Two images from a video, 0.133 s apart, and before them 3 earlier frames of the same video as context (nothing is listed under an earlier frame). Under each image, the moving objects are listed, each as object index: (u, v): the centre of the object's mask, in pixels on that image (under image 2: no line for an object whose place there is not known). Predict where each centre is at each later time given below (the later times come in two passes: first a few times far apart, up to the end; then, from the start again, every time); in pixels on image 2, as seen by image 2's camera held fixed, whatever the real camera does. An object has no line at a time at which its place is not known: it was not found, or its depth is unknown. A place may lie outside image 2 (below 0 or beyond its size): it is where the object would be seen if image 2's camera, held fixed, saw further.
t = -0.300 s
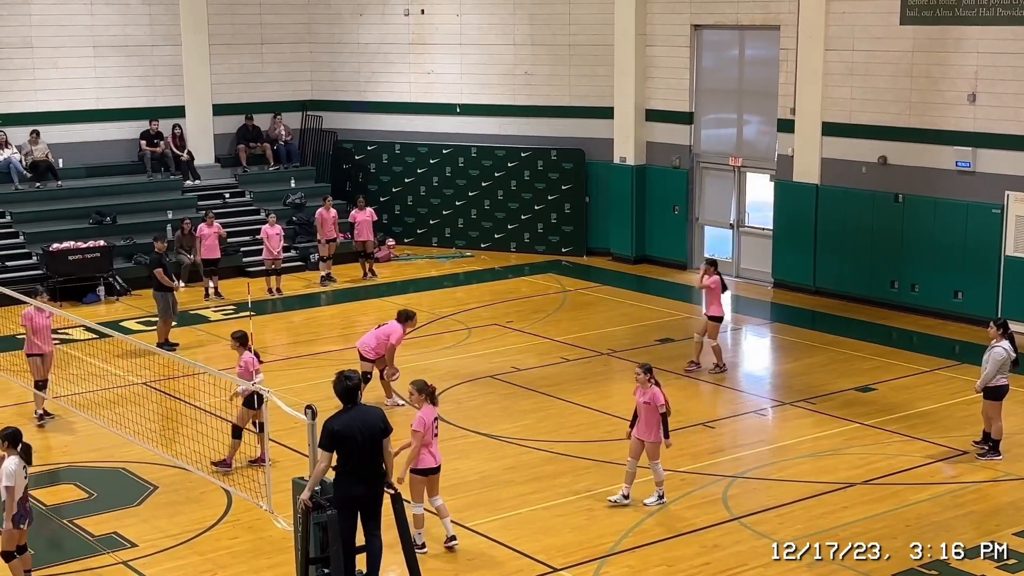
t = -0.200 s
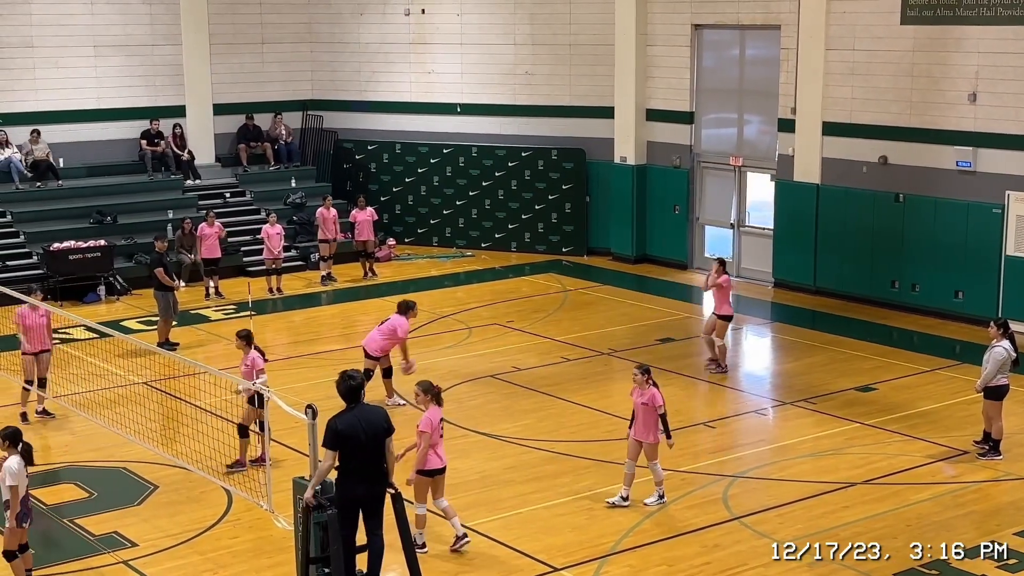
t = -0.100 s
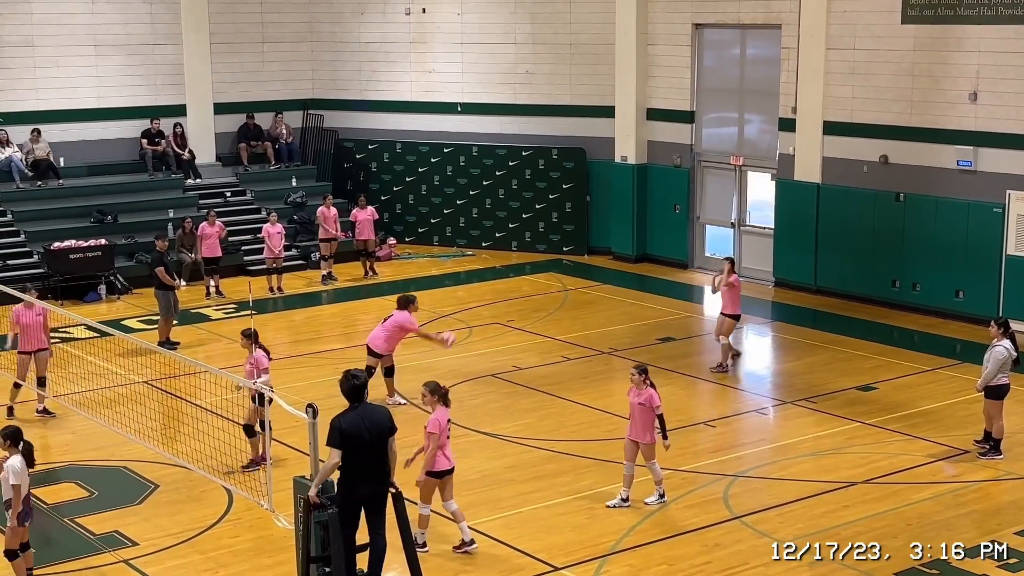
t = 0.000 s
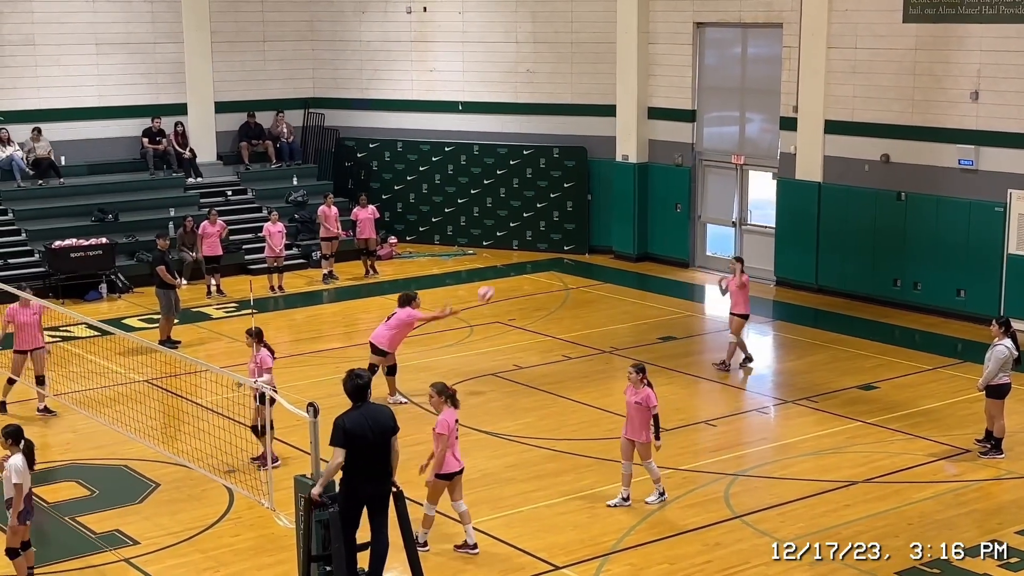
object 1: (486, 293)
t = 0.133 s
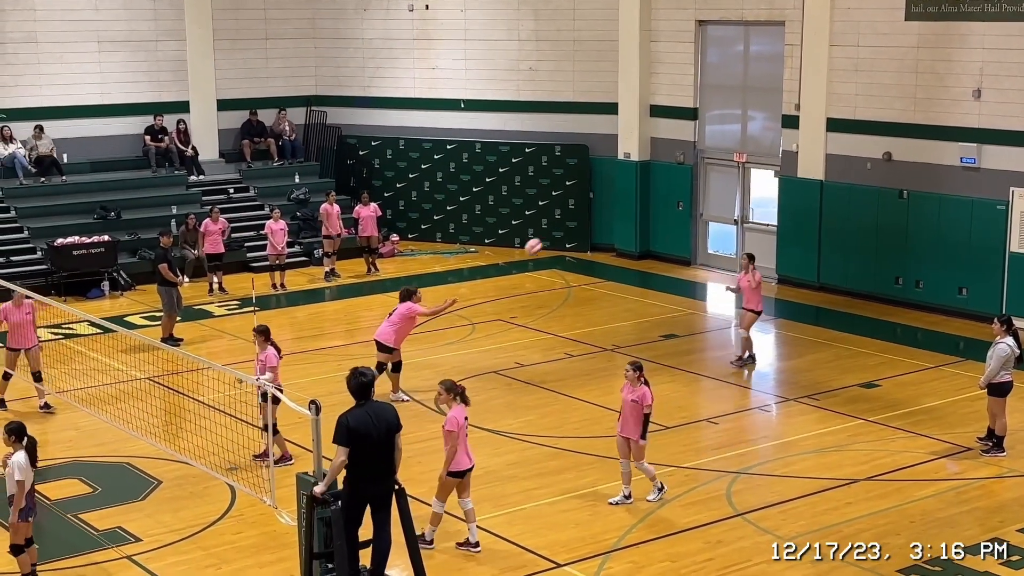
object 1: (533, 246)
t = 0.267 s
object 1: (579, 217)
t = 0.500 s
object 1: (653, 197)
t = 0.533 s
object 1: (664, 198)
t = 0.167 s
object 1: (544, 238)
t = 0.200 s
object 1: (556, 230)
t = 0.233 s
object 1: (568, 223)
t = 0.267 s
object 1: (579, 217)
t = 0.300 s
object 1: (590, 212)
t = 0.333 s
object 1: (600, 207)
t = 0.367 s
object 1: (612, 203)
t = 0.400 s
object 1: (622, 201)
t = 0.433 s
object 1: (633, 199)
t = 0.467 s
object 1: (643, 198)
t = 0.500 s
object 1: (653, 197)
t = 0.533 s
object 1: (664, 198)
